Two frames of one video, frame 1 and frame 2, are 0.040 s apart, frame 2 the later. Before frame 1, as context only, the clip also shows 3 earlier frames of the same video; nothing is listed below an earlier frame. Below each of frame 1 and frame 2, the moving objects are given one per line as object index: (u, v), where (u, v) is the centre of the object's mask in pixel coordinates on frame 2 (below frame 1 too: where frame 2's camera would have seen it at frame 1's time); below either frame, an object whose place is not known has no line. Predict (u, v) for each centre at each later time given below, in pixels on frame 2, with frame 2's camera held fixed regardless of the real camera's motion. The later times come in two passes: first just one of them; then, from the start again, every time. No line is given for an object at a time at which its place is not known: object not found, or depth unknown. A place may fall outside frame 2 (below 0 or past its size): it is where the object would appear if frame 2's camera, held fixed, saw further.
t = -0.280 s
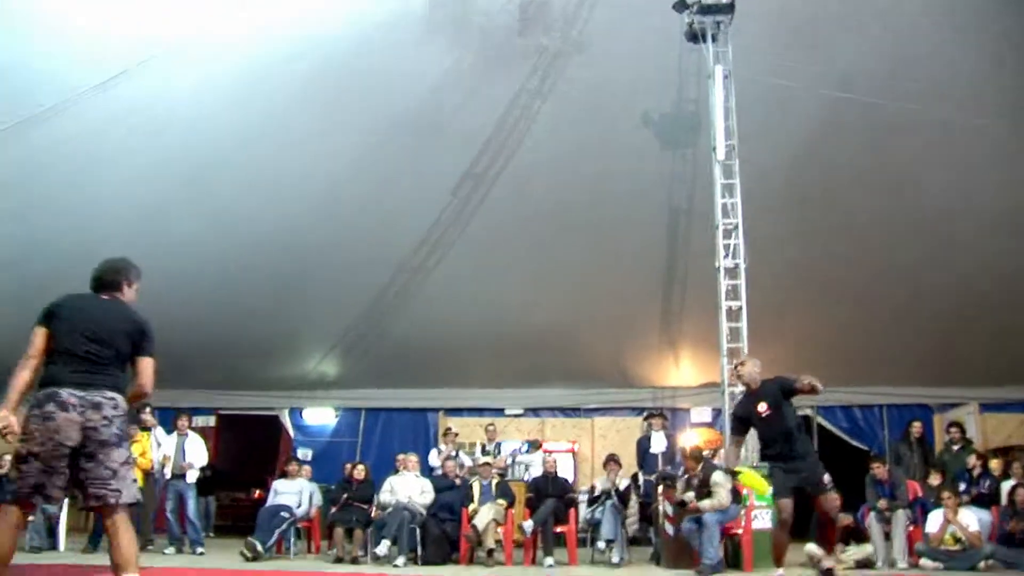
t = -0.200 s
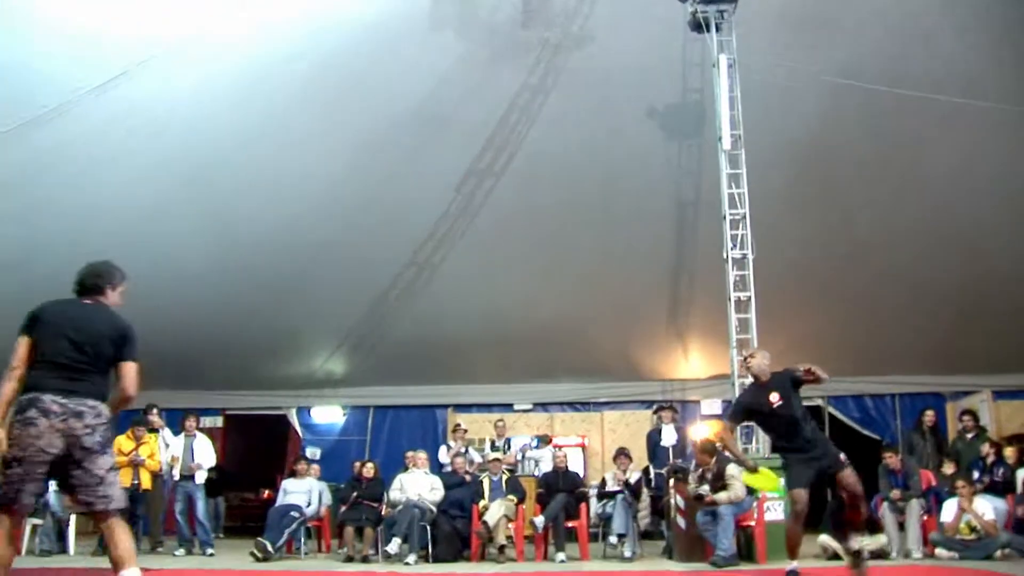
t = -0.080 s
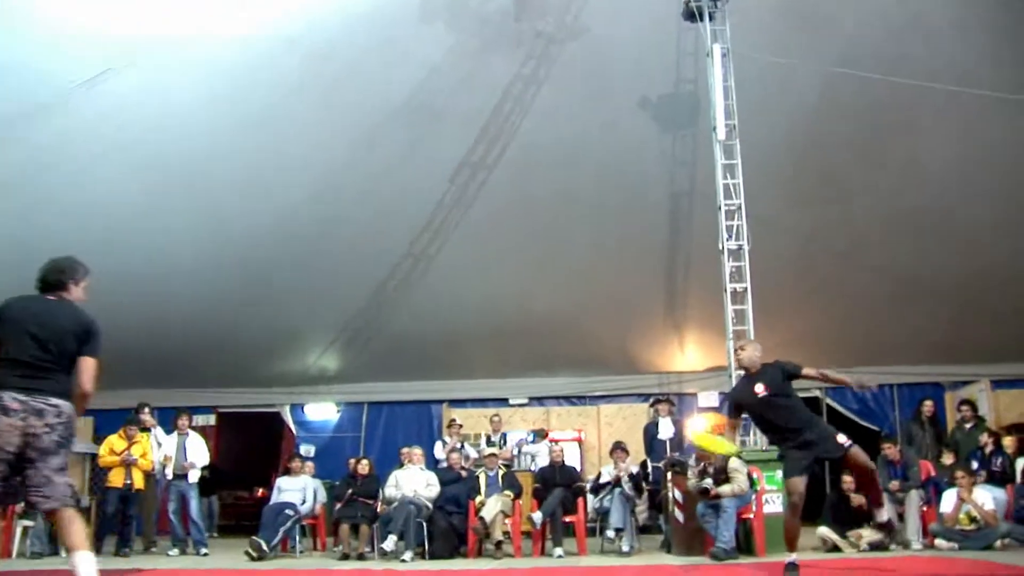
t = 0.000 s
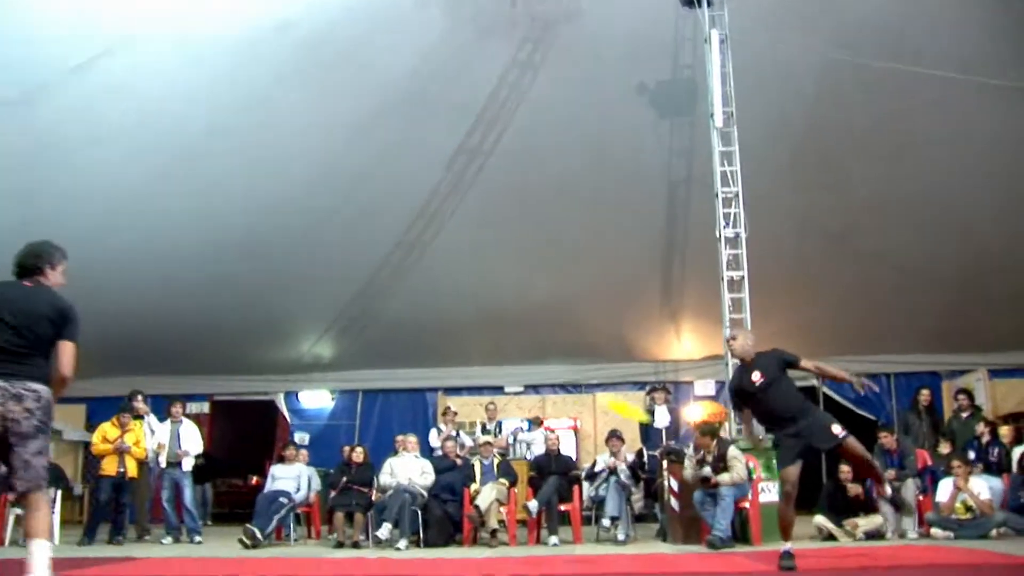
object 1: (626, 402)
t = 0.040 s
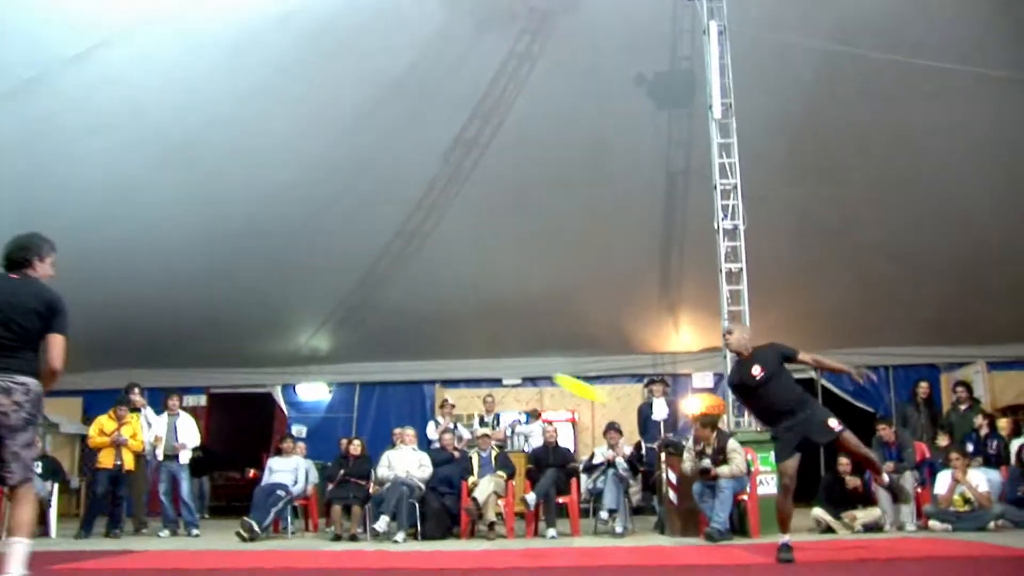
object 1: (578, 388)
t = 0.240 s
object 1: (385, 335)
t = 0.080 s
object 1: (540, 377)
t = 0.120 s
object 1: (500, 366)
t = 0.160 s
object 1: (461, 355)
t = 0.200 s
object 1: (422, 345)
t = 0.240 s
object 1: (385, 335)
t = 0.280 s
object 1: (348, 327)
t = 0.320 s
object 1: (312, 319)
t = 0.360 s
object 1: (276, 312)
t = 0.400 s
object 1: (241, 305)
